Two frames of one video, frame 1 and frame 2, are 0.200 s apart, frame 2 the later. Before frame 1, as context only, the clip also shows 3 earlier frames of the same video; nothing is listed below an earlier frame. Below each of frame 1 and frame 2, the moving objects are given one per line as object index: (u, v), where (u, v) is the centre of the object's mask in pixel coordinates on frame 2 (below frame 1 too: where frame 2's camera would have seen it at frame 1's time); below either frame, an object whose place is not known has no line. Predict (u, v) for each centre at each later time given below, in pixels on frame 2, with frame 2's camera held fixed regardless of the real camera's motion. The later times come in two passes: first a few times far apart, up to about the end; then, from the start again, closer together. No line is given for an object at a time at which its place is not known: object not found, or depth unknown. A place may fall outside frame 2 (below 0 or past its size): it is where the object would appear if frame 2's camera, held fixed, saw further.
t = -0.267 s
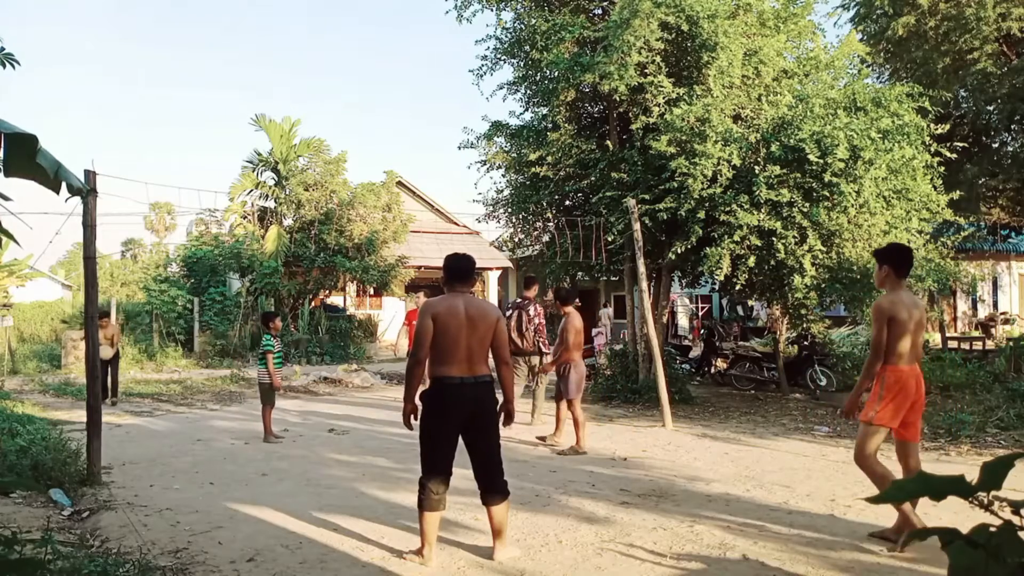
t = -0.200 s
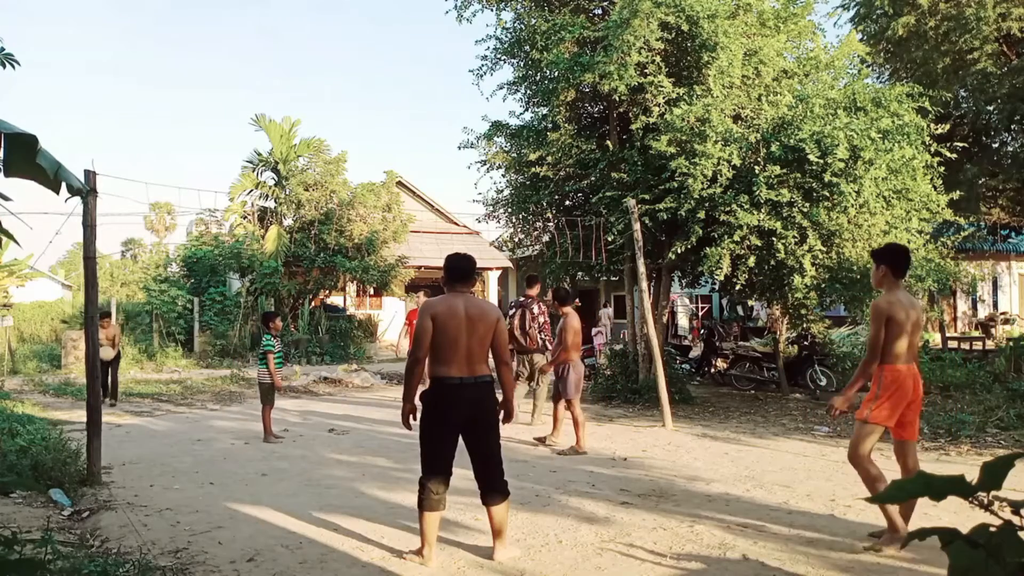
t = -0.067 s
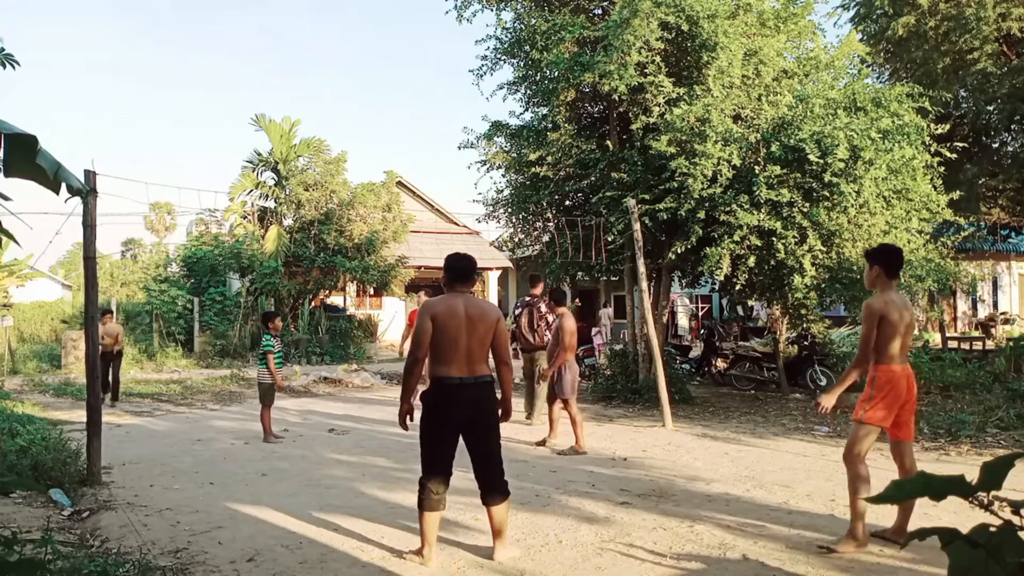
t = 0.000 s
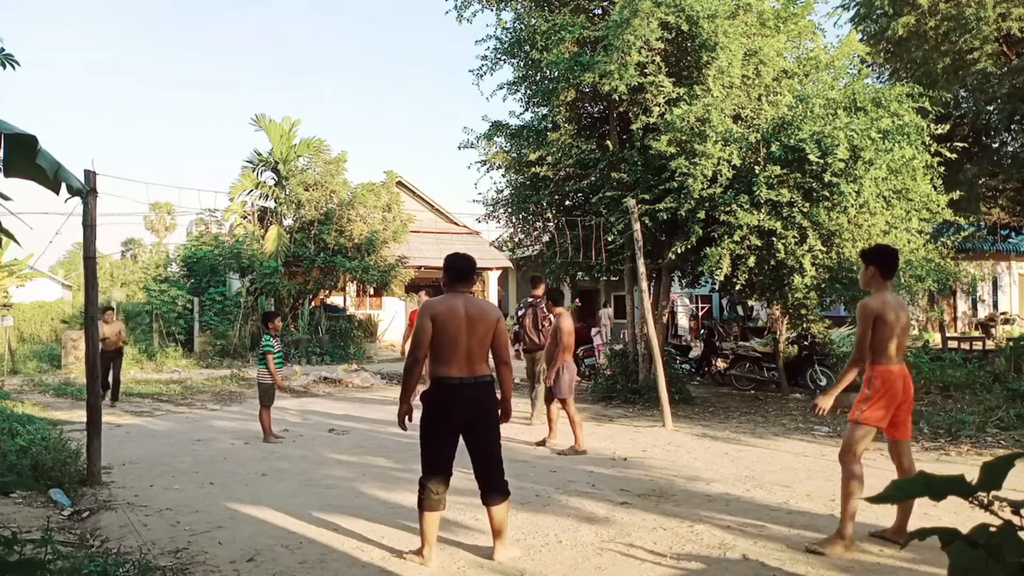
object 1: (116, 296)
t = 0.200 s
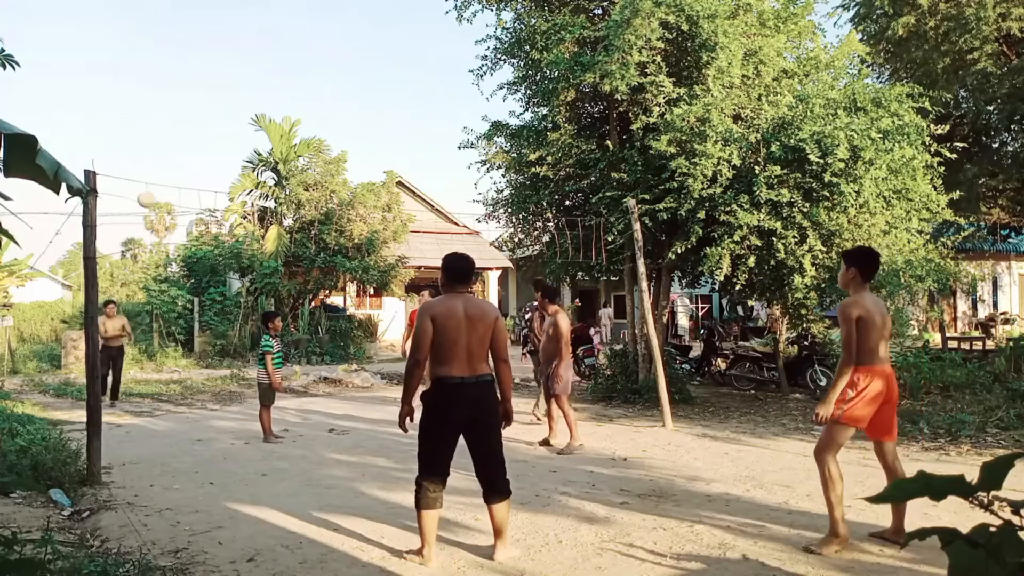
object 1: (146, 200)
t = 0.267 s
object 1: (158, 172)
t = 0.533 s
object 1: (211, 78)
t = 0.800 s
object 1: (282, 32)
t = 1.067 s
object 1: (377, 58)
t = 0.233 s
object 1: (152, 185)
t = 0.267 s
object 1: (158, 172)
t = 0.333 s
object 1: (170, 145)
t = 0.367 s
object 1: (175, 133)
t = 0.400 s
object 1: (182, 121)
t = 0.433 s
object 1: (189, 110)
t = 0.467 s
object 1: (196, 99)
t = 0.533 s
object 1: (211, 78)
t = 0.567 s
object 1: (219, 70)
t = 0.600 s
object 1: (227, 62)
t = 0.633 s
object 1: (236, 54)
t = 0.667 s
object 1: (244, 48)
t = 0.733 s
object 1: (262, 38)
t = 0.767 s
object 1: (272, 34)
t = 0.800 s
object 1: (282, 32)
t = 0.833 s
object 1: (292, 30)
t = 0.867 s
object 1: (302, 30)
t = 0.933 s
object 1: (326, 33)
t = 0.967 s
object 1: (338, 37)
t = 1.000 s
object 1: (350, 42)
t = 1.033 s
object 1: (363, 49)
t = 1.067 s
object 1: (377, 58)
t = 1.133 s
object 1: (406, 83)
